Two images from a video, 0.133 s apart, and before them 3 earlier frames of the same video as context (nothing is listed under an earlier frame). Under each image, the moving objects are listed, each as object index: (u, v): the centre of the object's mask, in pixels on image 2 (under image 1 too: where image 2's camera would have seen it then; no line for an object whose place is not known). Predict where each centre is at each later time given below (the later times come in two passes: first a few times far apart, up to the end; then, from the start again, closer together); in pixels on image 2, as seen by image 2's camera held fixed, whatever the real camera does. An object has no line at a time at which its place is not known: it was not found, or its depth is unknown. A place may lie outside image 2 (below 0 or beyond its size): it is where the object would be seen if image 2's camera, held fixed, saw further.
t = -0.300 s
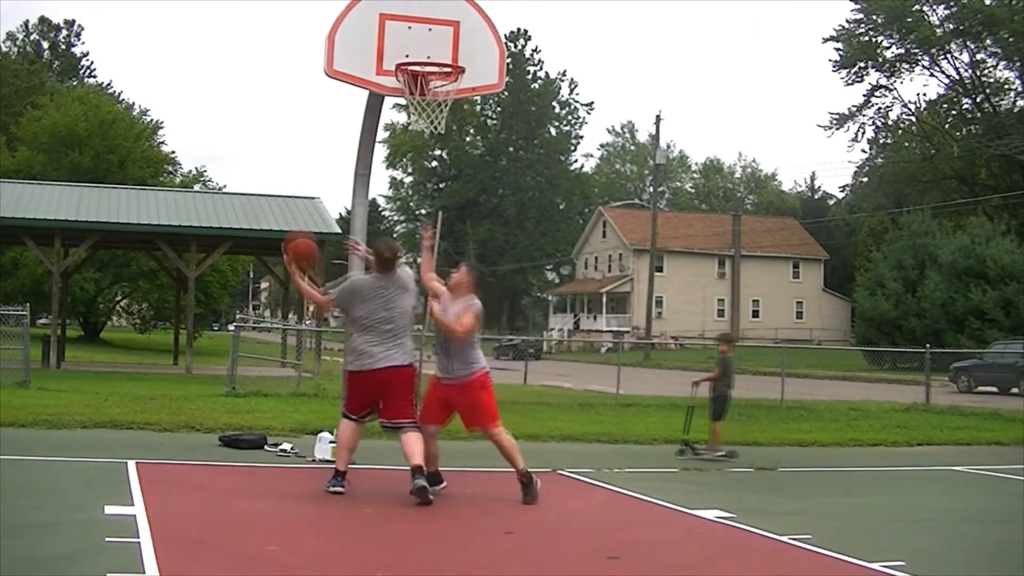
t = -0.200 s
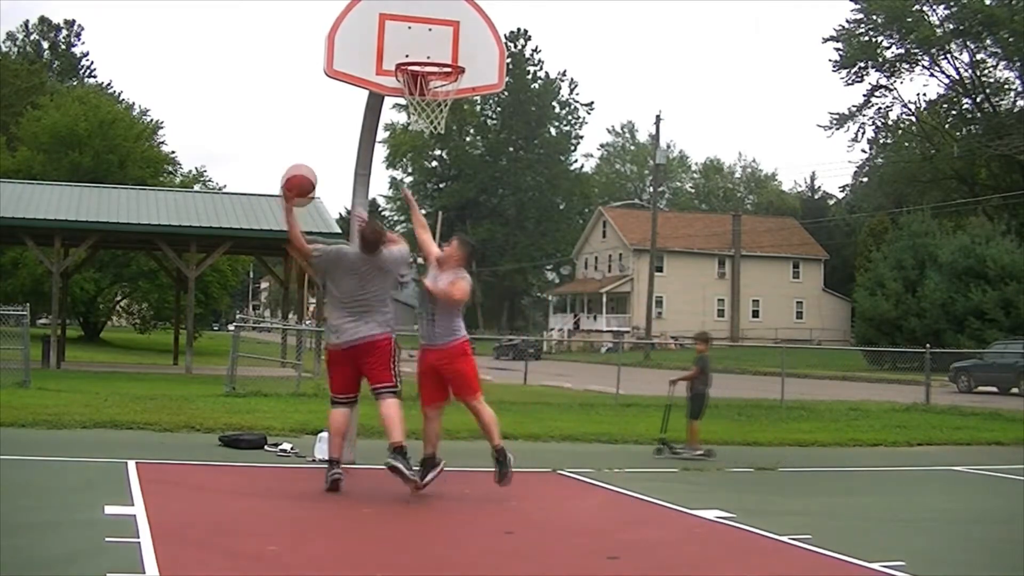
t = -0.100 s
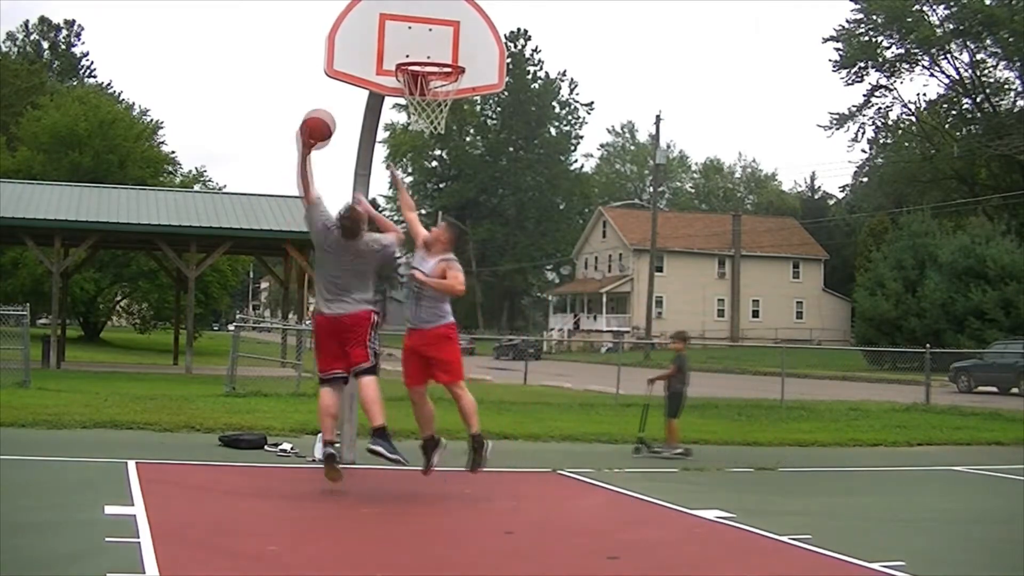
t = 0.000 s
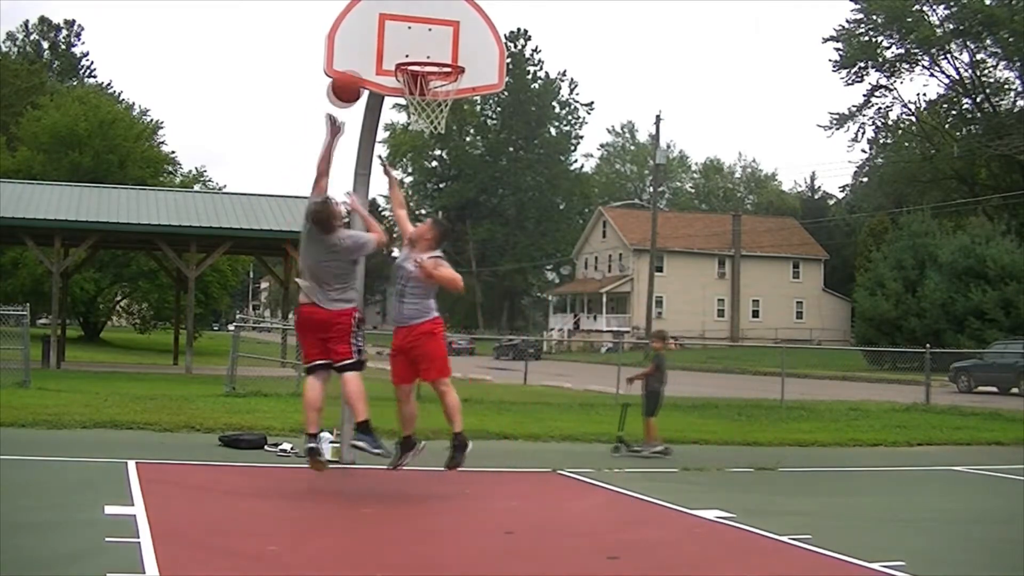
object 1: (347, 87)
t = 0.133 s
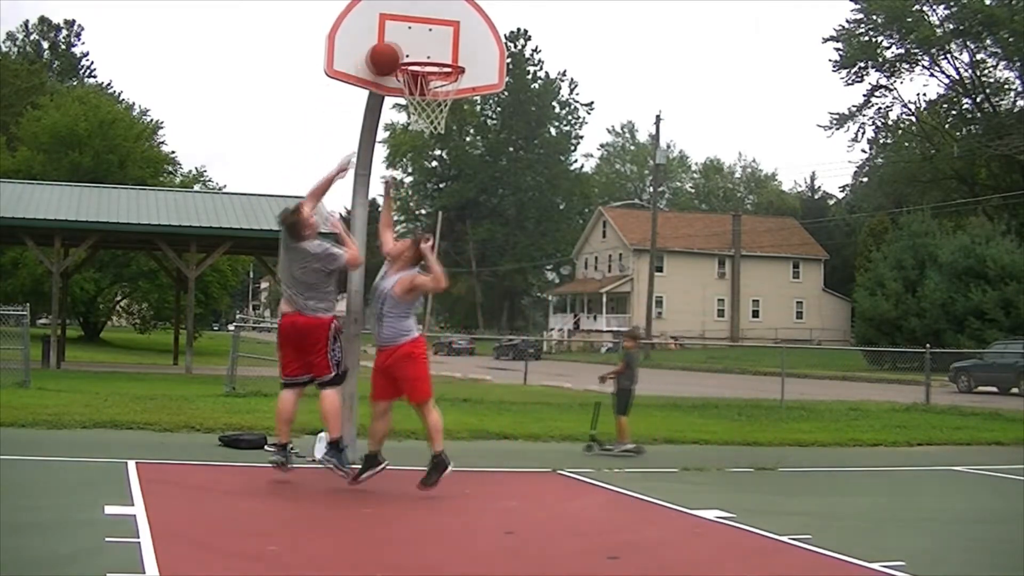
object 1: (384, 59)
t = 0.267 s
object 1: (420, 49)
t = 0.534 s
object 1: (460, 51)
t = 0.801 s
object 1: (490, 72)
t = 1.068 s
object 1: (520, 196)
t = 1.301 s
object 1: (542, 385)
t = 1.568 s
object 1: (574, 372)
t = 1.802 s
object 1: (604, 253)
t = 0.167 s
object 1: (393, 53)
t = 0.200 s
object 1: (402, 50)
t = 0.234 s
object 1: (411, 49)
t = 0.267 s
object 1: (420, 49)
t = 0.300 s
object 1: (428, 50)
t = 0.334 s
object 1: (436, 50)
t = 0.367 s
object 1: (440, 50)
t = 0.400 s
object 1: (444, 50)
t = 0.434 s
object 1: (448, 51)
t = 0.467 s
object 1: (452, 50)
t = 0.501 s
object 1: (456, 51)
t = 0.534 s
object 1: (460, 51)
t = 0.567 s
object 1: (463, 51)
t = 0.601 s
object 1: (467, 51)
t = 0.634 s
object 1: (470, 51)
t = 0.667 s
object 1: (475, 53)
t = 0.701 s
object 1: (478, 55)
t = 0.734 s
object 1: (482, 59)
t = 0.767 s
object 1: (486, 65)
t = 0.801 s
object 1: (490, 72)
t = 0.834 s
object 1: (493, 82)
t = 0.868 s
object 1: (498, 93)
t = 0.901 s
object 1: (502, 106)
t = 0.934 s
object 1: (505, 118)
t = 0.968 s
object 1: (508, 135)
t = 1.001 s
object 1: (512, 154)
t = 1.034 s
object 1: (516, 171)
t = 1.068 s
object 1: (520, 196)
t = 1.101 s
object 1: (523, 218)
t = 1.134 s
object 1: (527, 244)
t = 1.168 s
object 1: (529, 264)
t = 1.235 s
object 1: (534, 319)
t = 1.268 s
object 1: (538, 354)
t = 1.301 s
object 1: (542, 385)
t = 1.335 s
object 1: (544, 420)
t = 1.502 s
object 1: (566, 416)
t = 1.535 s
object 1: (570, 391)
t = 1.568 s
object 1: (574, 372)
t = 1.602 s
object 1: (579, 351)
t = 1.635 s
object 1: (582, 328)
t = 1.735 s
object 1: (595, 281)
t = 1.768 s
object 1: (599, 265)
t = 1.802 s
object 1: (604, 253)
